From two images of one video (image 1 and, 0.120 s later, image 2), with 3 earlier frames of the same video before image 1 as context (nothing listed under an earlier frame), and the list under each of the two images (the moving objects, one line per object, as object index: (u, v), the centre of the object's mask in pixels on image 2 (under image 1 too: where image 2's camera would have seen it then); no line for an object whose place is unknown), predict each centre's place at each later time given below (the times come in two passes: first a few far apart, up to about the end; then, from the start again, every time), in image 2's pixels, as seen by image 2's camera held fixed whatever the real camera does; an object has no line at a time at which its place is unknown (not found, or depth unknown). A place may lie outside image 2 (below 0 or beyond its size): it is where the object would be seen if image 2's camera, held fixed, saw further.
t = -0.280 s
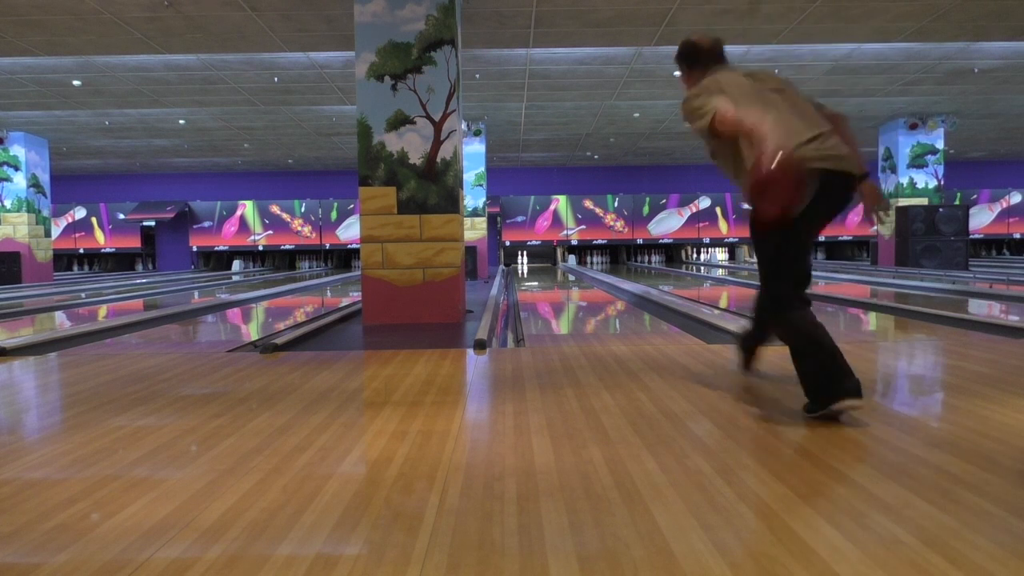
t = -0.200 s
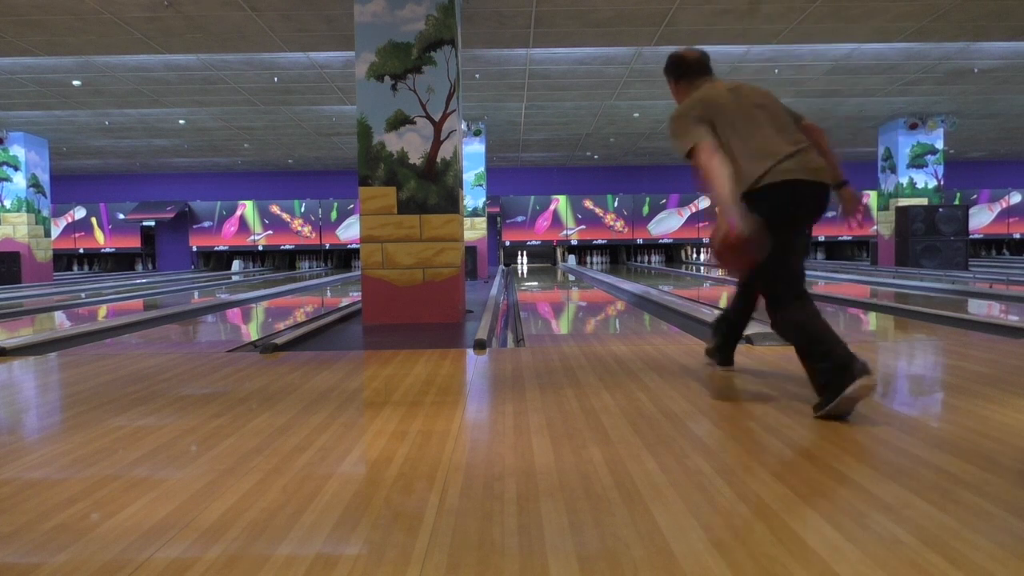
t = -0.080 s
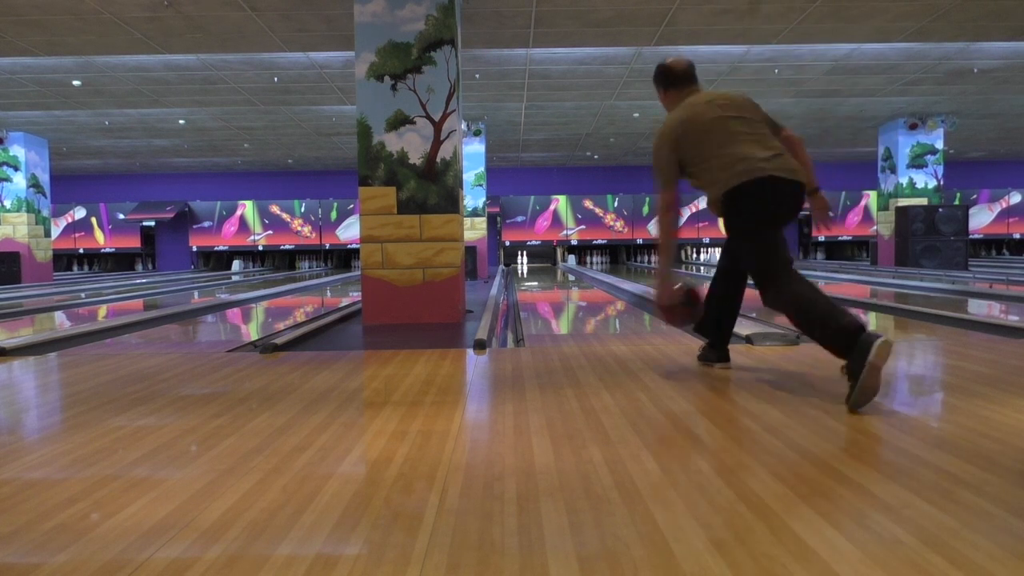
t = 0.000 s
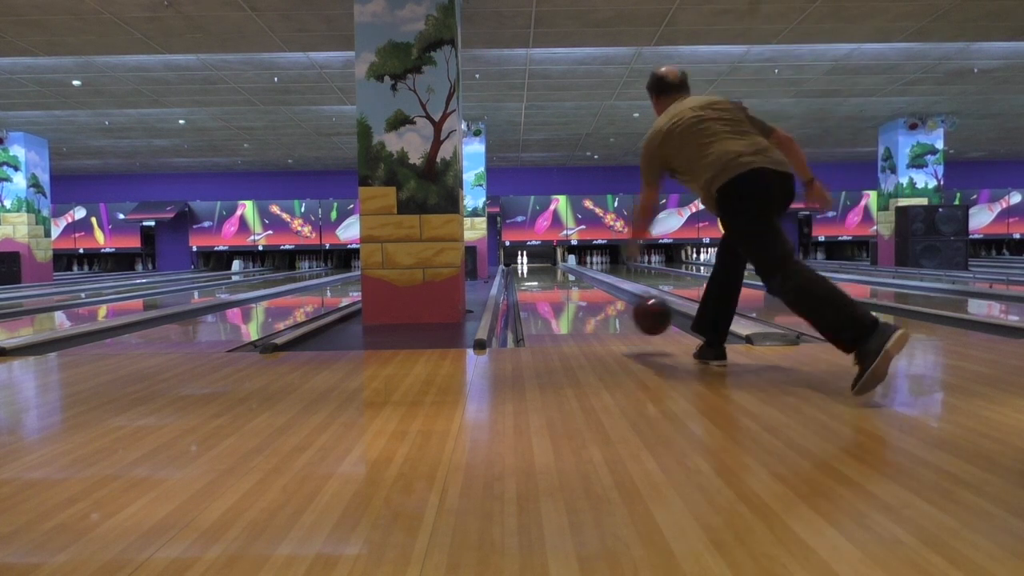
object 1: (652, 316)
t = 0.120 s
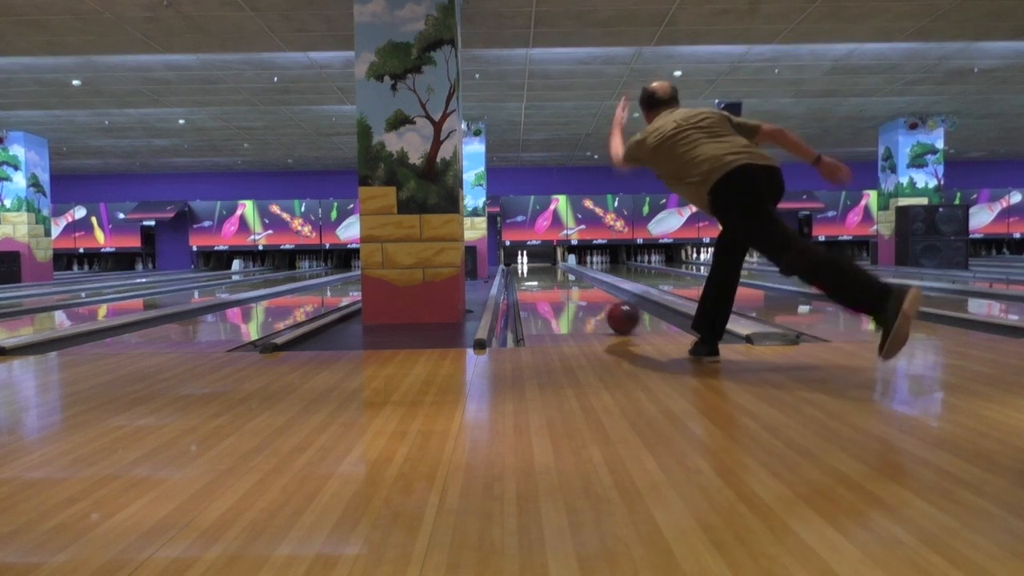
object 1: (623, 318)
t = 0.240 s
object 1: (602, 308)
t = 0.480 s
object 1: (575, 293)
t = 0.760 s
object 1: (556, 284)
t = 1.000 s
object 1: (544, 279)
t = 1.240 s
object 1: (537, 275)
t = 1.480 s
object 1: (532, 271)
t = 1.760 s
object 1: (527, 268)
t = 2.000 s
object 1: (524, 266)
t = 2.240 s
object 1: (522, 263)
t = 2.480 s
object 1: (522, 262)
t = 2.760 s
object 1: (524, 259)
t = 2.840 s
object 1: (525, 261)
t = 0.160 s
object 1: (615, 315)
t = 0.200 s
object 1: (608, 311)
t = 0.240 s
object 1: (602, 308)
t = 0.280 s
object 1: (597, 305)
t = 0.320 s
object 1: (592, 302)
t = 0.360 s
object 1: (587, 300)
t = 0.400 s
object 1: (583, 298)
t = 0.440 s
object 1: (578, 295)
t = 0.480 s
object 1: (575, 293)
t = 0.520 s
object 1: (572, 292)
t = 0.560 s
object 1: (568, 290)
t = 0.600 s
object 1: (566, 289)
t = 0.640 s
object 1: (563, 288)
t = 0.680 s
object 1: (560, 287)
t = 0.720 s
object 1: (558, 285)
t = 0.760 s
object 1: (556, 284)
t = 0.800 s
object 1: (554, 283)
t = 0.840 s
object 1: (552, 282)
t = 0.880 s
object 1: (549, 281)
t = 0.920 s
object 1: (548, 281)
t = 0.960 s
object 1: (546, 280)
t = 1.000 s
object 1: (544, 279)
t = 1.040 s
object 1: (543, 278)
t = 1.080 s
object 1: (542, 277)
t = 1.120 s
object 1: (540, 277)
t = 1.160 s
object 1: (539, 276)
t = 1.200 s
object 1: (538, 275)
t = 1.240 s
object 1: (537, 275)
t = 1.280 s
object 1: (535, 274)
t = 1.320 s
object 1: (535, 274)
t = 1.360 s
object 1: (534, 273)
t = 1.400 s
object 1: (533, 272)
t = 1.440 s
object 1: (533, 271)
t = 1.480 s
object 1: (532, 271)
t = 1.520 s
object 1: (531, 270)
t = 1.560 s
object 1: (531, 270)
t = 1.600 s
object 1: (529, 269)
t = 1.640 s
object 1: (528, 268)
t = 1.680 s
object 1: (527, 268)
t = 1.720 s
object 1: (527, 268)
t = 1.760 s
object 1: (527, 268)
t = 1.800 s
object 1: (527, 268)
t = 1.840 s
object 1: (526, 268)
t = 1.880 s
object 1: (525, 268)
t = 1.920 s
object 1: (525, 267)
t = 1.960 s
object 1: (525, 267)
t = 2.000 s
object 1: (524, 266)
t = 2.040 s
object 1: (524, 266)
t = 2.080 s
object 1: (523, 265)
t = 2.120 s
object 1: (523, 265)
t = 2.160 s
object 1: (523, 265)
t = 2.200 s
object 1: (522, 264)
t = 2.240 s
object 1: (522, 263)
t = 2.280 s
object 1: (522, 263)
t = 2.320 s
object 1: (522, 263)
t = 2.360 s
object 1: (522, 263)
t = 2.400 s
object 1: (522, 262)
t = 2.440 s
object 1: (522, 263)
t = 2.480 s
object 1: (522, 262)
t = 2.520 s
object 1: (522, 262)
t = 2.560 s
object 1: (522, 263)
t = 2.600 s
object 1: (523, 262)
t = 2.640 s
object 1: (524, 263)
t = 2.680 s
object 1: (524, 260)
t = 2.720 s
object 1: (524, 261)
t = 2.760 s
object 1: (524, 259)
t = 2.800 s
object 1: (525, 260)
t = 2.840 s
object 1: (525, 261)
